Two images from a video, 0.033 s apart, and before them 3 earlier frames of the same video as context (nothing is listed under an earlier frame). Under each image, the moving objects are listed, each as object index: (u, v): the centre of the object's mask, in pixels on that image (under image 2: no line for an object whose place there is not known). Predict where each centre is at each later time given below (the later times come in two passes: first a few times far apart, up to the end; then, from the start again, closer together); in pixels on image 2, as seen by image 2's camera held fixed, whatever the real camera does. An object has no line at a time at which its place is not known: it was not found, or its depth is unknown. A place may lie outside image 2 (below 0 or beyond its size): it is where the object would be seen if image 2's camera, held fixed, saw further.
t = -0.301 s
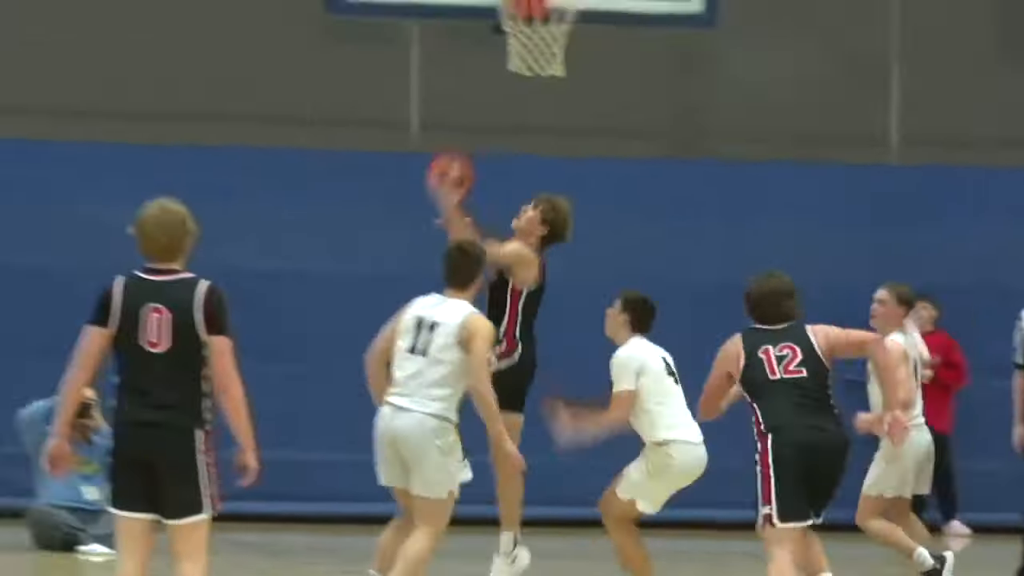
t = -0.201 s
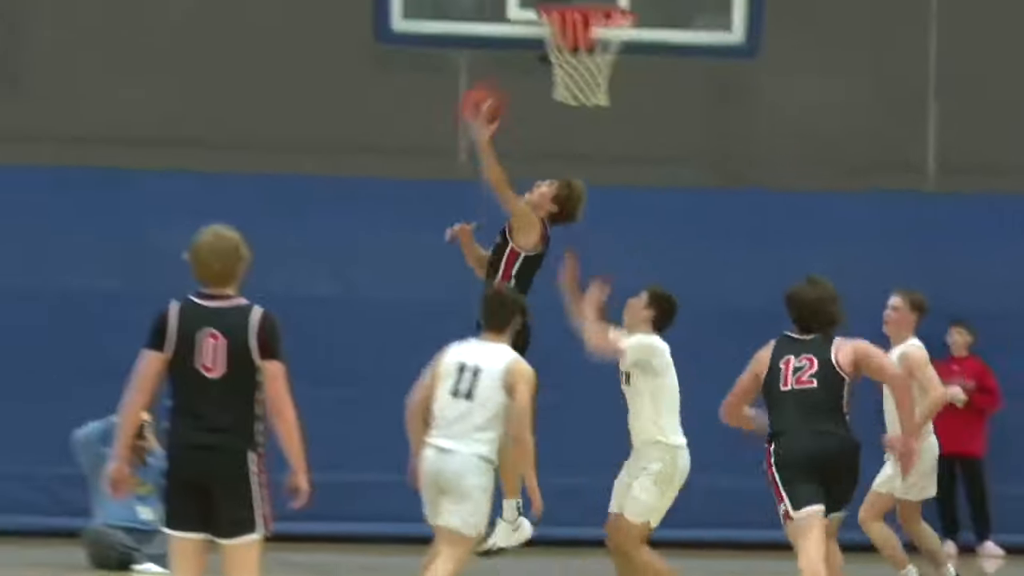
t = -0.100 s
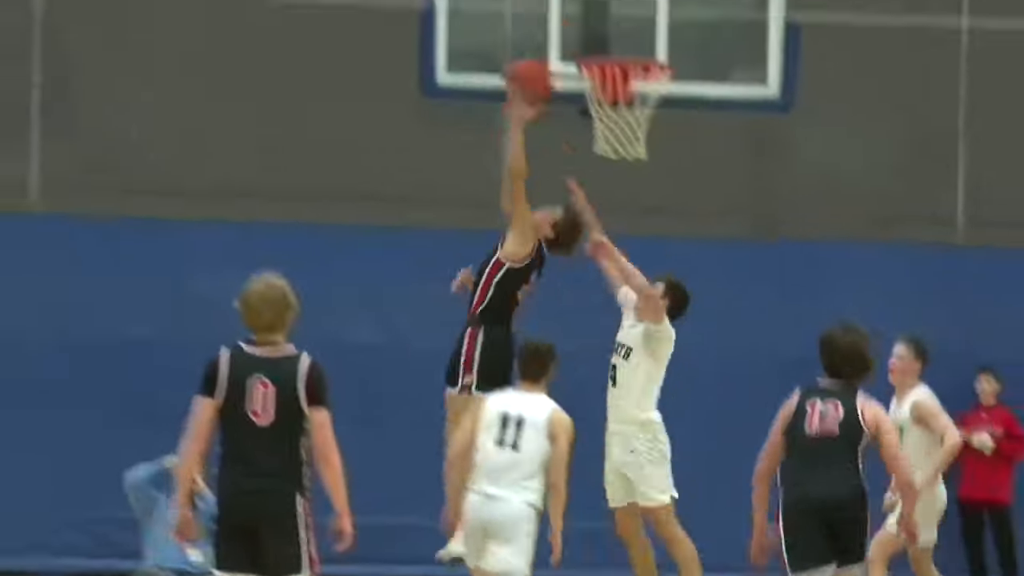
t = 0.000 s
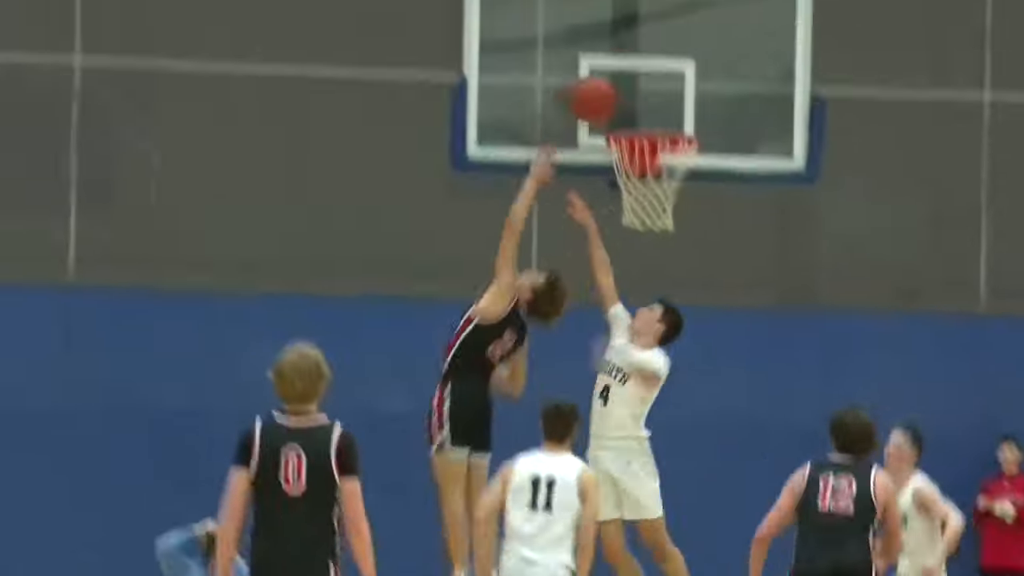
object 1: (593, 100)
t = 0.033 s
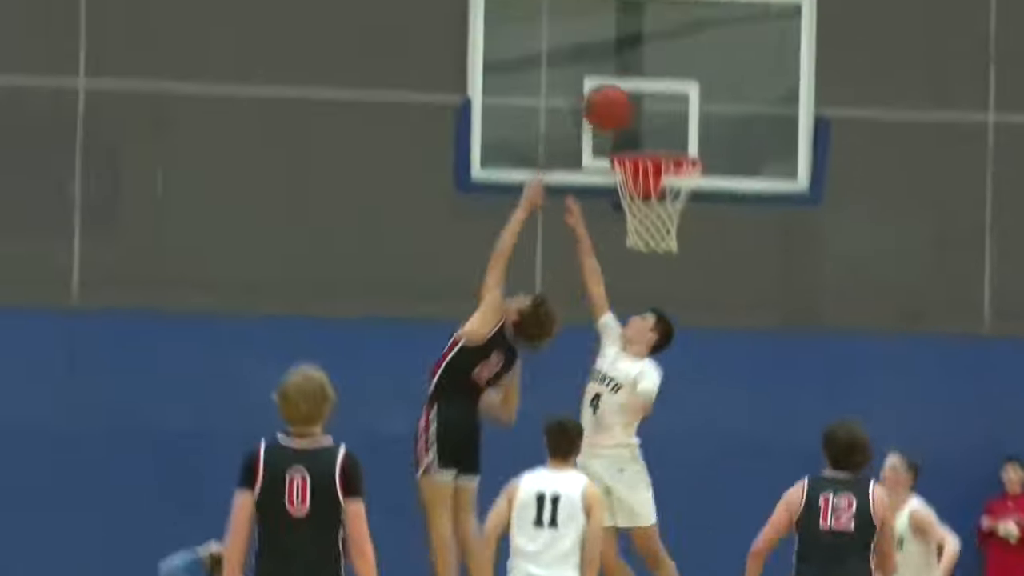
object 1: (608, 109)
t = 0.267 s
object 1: (664, 119)
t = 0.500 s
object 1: (654, 137)
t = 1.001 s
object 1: (663, 142)
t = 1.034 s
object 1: (665, 143)
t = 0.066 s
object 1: (618, 99)
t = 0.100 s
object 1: (626, 98)
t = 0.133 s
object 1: (633, 96)
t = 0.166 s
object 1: (641, 98)
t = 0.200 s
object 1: (649, 103)
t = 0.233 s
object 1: (657, 112)
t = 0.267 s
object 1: (664, 119)
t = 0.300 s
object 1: (673, 130)
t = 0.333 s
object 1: (680, 138)
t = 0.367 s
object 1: (677, 137)
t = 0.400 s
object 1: (669, 135)
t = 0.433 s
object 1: (665, 135)
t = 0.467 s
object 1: (660, 136)
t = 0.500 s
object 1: (654, 137)
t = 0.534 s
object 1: (647, 135)
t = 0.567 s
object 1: (642, 134)
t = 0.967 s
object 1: (657, 139)
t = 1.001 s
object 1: (663, 142)
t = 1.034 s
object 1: (665, 143)
